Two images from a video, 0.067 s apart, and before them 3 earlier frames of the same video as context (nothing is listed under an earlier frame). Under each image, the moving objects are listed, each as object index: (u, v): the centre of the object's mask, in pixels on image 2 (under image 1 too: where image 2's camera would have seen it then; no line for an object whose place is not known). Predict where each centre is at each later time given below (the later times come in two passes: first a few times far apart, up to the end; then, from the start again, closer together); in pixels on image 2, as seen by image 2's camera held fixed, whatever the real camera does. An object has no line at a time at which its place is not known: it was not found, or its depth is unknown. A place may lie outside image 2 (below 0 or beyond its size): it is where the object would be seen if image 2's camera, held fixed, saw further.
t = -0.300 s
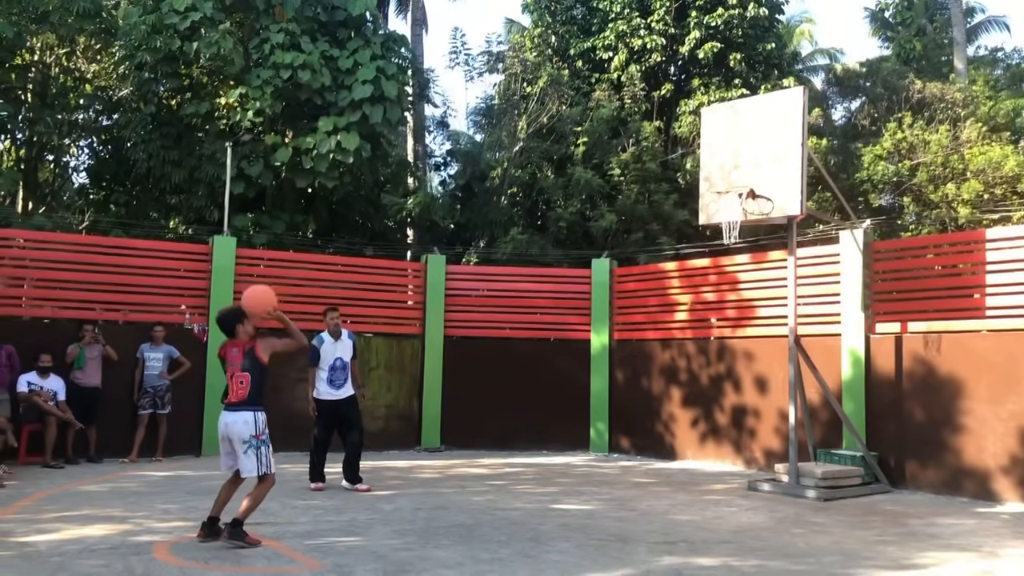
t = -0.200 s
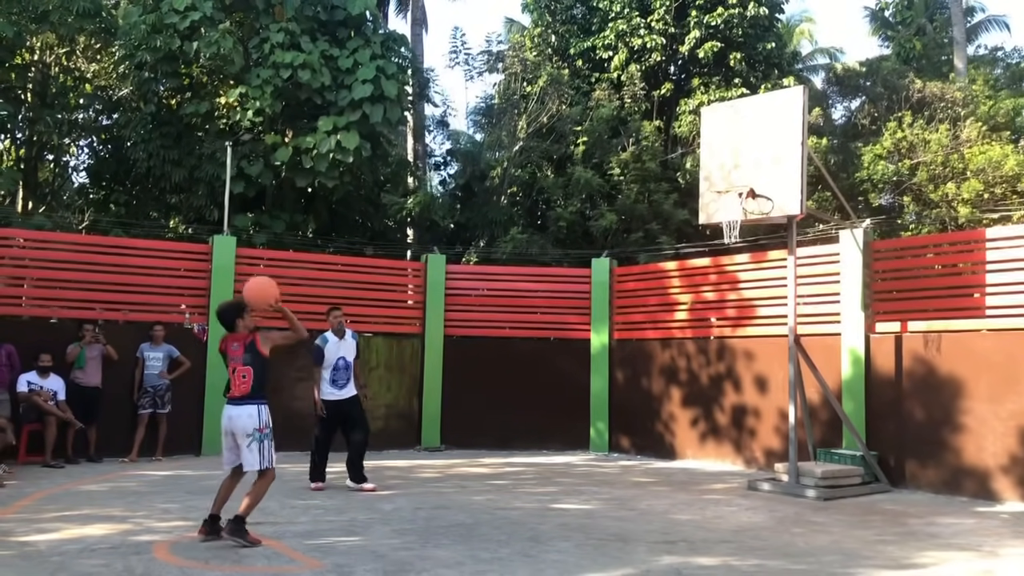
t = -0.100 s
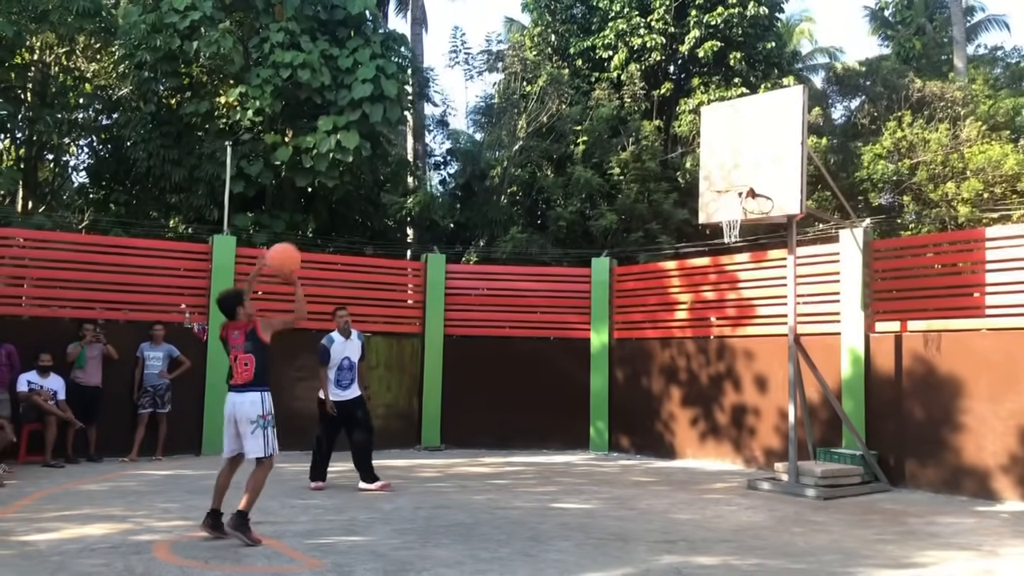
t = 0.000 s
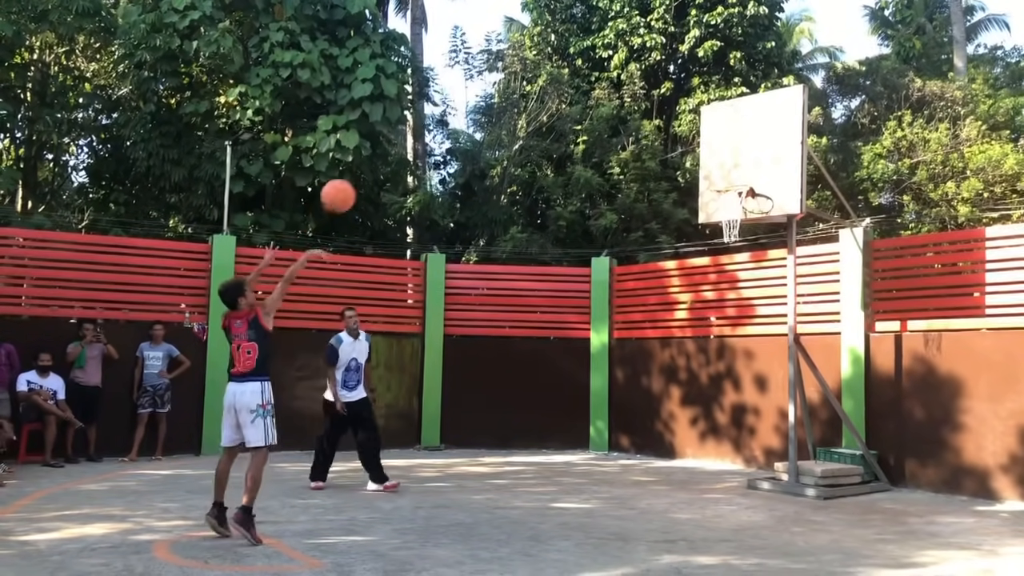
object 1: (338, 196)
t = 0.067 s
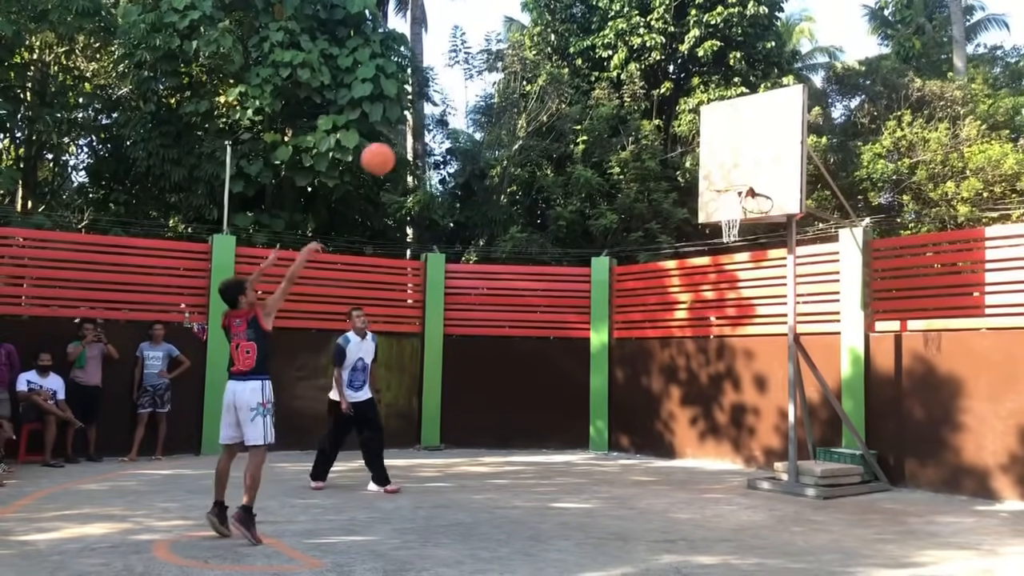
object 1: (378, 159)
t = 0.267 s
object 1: (485, 94)
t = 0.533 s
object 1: (597, 82)
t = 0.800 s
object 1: (690, 144)
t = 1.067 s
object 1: (741, 198)
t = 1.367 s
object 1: (731, 226)
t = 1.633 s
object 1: (726, 277)
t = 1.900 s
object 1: (727, 401)
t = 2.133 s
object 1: (729, 434)
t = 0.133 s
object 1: (414, 129)
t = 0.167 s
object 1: (432, 118)
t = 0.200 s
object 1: (451, 110)
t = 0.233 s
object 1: (470, 102)
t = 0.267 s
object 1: (485, 94)
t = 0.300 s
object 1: (500, 87)
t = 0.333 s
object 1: (512, 82)
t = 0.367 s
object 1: (527, 78)
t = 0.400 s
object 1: (543, 77)
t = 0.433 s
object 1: (556, 76)
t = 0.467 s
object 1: (571, 77)
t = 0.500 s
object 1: (583, 79)
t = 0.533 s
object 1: (597, 82)
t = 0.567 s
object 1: (609, 86)
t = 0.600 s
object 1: (622, 91)
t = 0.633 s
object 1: (634, 98)
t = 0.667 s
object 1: (646, 105)
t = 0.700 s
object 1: (658, 114)
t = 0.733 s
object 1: (669, 123)
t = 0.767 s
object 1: (680, 133)
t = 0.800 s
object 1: (690, 144)
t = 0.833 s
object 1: (701, 157)
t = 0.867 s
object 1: (715, 172)
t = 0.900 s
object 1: (728, 185)
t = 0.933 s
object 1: (737, 195)
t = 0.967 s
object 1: (741, 199)
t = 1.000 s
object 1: (742, 199)
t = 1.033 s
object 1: (742, 200)
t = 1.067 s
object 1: (741, 198)
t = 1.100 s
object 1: (739, 199)
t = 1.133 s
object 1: (739, 200)
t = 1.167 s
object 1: (735, 201)
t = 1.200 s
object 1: (732, 205)
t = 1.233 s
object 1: (732, 211)
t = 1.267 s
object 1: (728, 216)
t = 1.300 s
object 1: (727, 218)
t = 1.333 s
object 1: (729, 222)
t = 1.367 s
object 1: (731, 226)
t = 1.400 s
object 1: (726, 226)
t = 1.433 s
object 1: (726, 230)
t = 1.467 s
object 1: (726, 235)
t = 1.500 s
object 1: (726, 241)
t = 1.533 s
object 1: (726, 248)
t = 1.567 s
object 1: (725, 257)
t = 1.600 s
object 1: (726, 267)
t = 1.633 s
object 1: (726, 277)
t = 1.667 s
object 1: (726, 287)
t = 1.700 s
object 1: (726, 302)
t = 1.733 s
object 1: (726, 315)
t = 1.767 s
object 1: (726, 330)
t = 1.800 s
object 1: (726, 346)
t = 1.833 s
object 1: (726, 364)
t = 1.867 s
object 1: (727, 382)
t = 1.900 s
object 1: (727, 401)
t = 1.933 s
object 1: (726, 422)
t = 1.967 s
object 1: (727, 443)
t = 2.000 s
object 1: (727, 468)
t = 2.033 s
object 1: (727, 488)
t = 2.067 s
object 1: (727, 470)
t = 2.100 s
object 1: (727, 451)
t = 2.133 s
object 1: (729, 434)
